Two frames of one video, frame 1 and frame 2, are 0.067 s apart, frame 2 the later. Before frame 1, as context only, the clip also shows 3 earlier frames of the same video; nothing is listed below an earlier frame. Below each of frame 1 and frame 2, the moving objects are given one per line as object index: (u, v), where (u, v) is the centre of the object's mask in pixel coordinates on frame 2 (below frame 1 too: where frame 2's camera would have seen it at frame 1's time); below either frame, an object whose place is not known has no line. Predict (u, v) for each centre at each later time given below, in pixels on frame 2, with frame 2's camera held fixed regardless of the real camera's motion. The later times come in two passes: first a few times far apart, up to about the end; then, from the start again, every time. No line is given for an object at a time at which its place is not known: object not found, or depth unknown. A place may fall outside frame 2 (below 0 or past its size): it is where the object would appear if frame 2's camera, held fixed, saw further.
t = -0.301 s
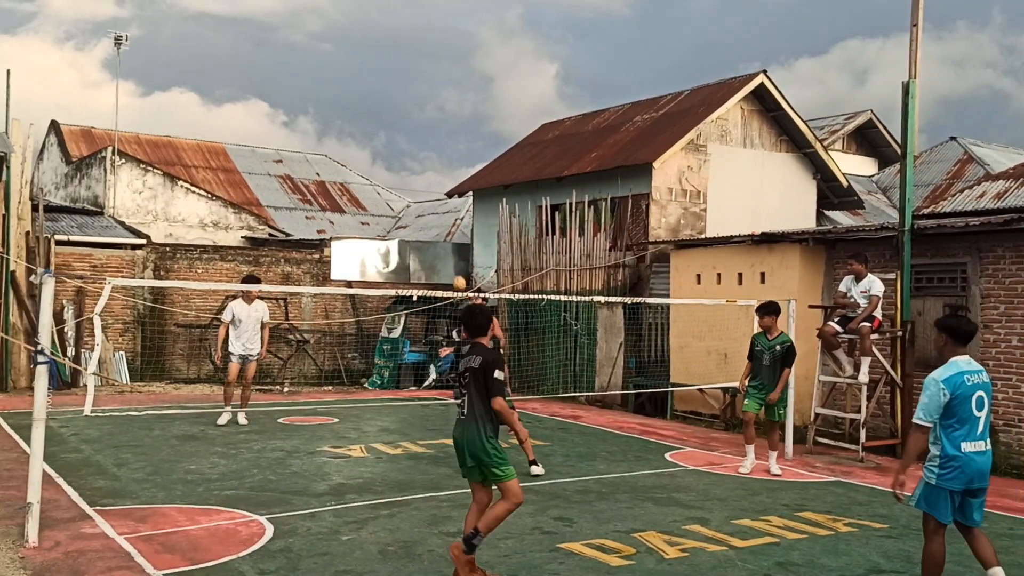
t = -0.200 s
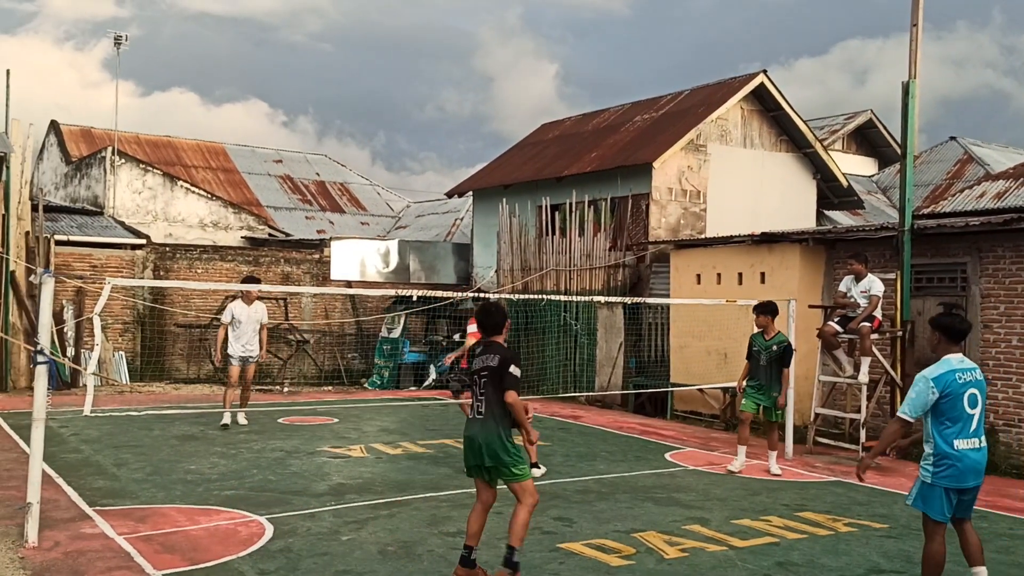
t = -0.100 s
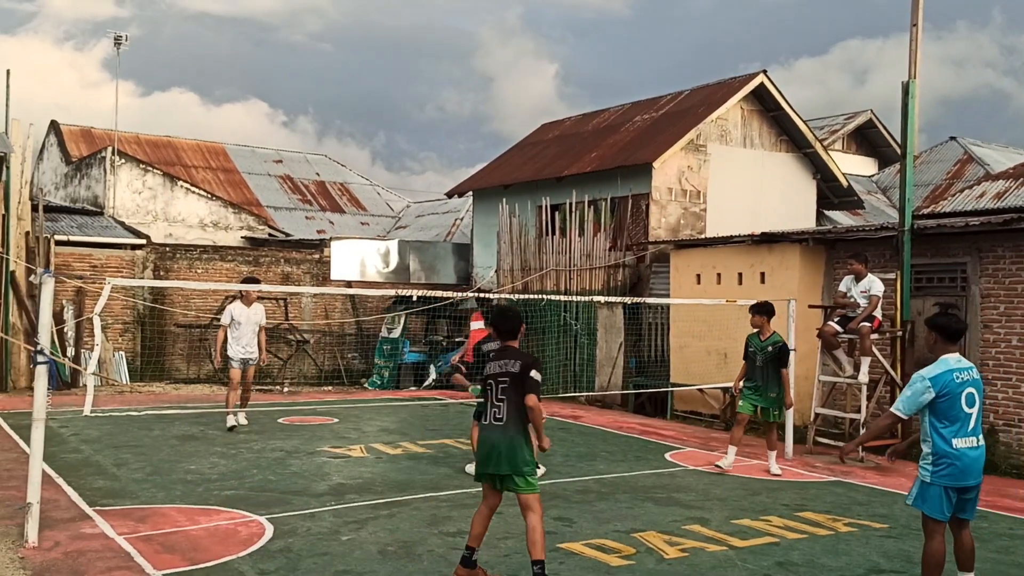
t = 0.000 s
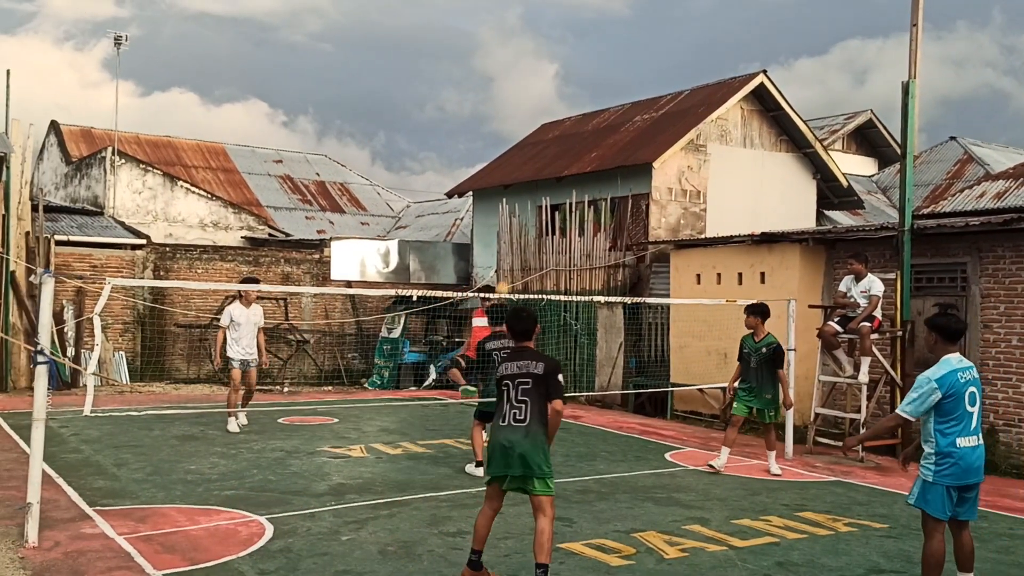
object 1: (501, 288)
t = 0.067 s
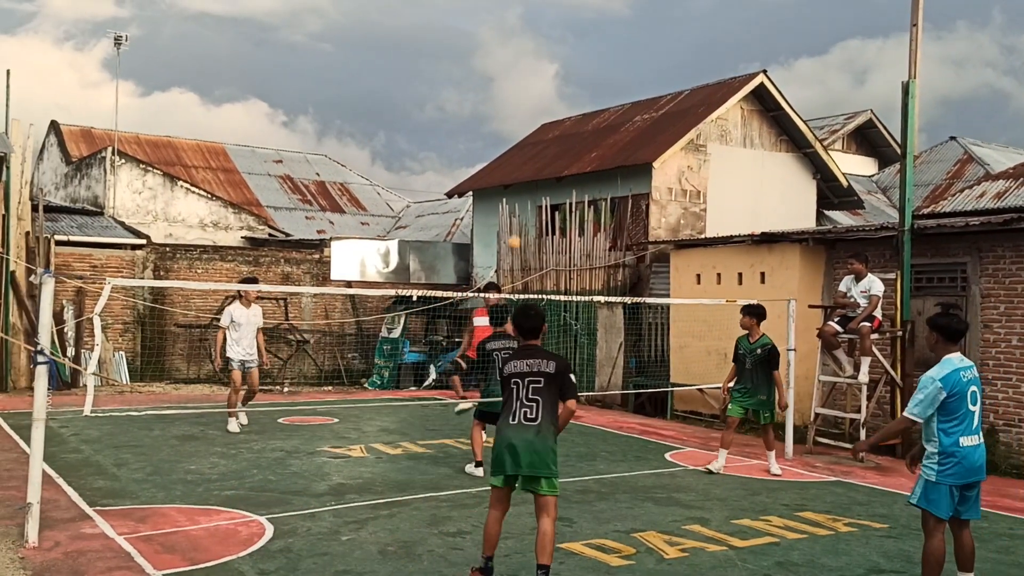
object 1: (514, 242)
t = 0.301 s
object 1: (556, 111)
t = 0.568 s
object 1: (606, 21)
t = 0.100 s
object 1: (520, 221)
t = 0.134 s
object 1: (526, 199)
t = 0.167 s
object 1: (531, 181)
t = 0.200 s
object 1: (537, 161)
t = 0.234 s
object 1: (543, 143)
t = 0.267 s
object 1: (550, 127)
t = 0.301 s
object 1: (556, 111)
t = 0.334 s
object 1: (562, 96)
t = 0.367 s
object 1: (568, 82)
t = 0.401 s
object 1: (574, 70)
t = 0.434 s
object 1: (580, 58)
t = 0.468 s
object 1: (587, 47)
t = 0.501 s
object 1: (593, 37)
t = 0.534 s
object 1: (599, 29)
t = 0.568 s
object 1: (606, 21)
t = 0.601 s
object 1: (612, 15)
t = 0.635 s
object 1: (619, 9)
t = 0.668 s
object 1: (625, 7)
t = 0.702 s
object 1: (632, 5)
